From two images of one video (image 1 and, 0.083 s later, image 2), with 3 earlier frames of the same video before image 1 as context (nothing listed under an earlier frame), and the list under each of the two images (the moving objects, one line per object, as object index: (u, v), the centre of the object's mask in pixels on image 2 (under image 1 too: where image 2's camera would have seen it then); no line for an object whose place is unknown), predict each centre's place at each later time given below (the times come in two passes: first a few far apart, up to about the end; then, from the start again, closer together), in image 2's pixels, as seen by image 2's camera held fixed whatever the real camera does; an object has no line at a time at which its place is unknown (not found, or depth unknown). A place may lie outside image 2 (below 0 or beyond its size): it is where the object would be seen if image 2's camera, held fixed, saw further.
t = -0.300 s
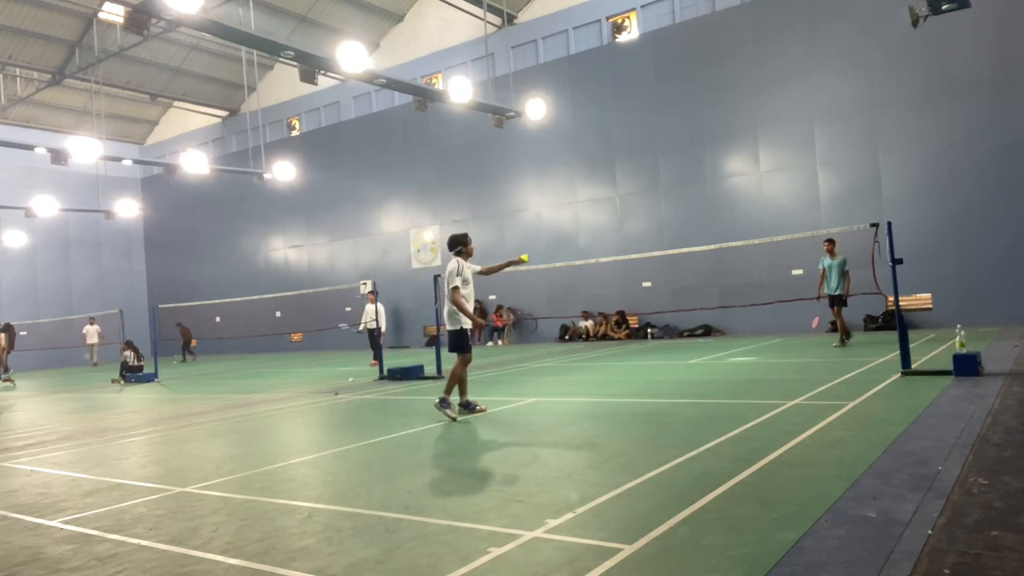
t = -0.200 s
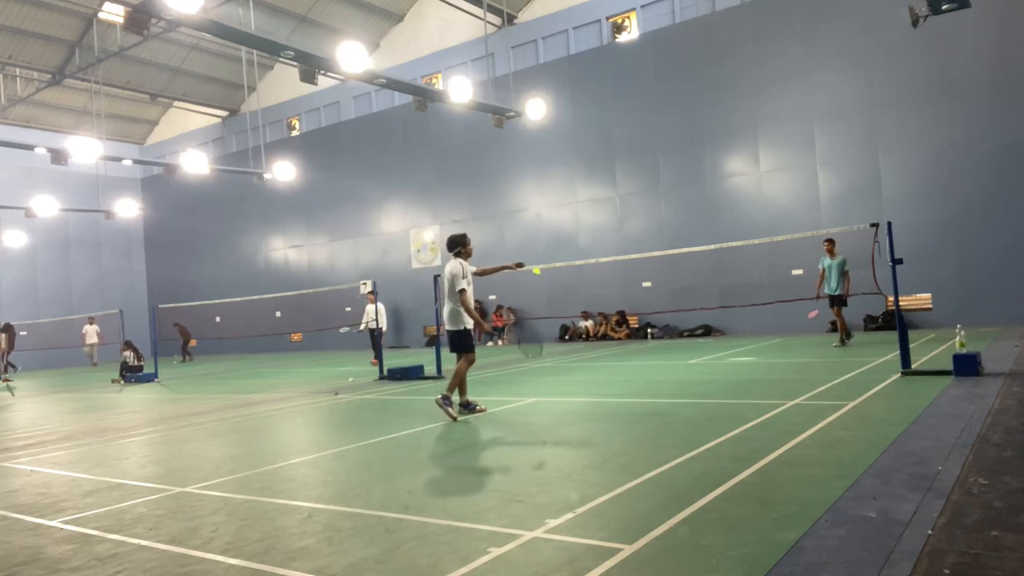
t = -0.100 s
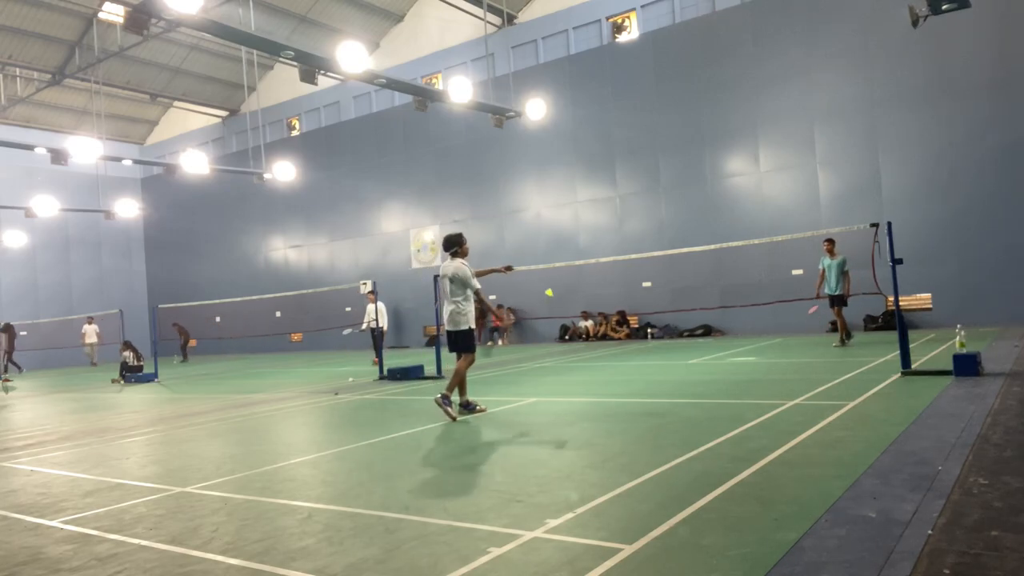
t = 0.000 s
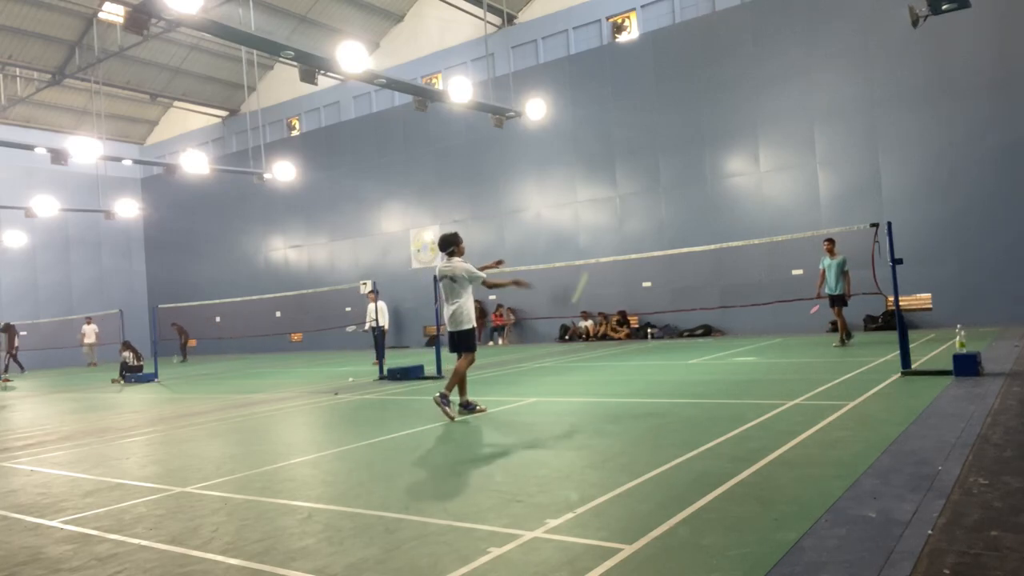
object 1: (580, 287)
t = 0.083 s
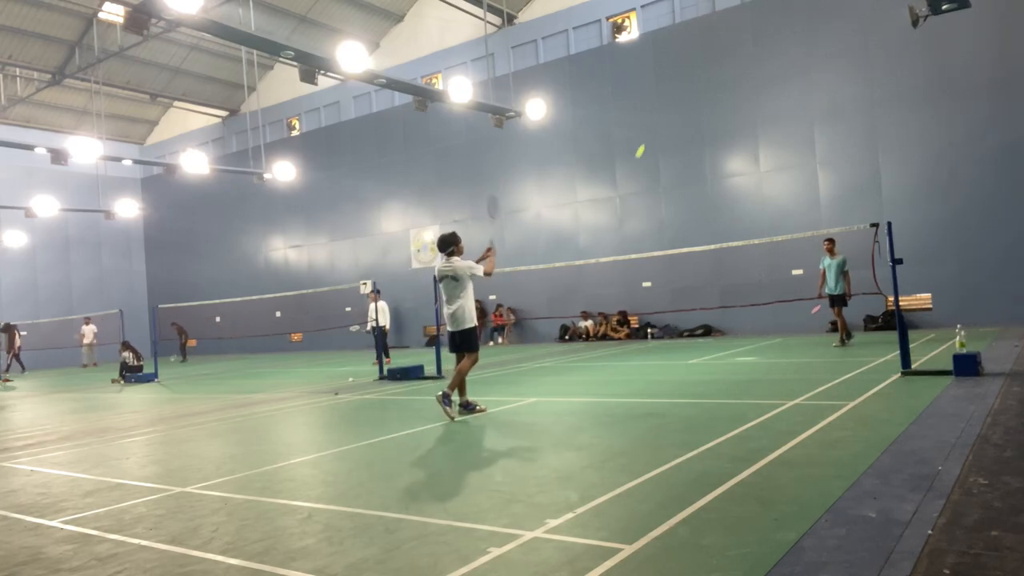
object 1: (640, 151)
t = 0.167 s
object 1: (672, 90)
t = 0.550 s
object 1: (736, 18)
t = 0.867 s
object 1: (766, 44)
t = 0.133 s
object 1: (661, 110)
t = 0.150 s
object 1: (667, 99)
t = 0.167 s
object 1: (672, 90)
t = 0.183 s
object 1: (677, 82)
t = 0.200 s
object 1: (681, 74)
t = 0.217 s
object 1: (685, 67)
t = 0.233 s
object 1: (689, 61)
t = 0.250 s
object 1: (693, 56)
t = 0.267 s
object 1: (696, 51)
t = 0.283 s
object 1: (699, 46)
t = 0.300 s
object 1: (703, 42)
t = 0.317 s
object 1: (705, 39)
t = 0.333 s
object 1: (708, 36)
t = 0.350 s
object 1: (711, 33)
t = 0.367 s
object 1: (713, 30)
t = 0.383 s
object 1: (716, 28)
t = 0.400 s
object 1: (718, 26)
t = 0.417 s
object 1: (720, 24)
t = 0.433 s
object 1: (722, 22)
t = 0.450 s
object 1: (724, 21)
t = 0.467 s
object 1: (727, 20)
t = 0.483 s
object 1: (728, 19)
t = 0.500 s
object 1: (731, 19)
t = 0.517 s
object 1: (733, 18)
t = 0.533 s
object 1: (734, 18)
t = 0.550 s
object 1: (736, 18)
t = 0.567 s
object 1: (738, 18)
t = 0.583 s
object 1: (740, 18)
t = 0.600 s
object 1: (741, 18)
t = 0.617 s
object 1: (743, 19)
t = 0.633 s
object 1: (745, 20)
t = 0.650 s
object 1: (746, 20)
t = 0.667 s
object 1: (748, 22)
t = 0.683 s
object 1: (749, 23)
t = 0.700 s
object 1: (751, 24)
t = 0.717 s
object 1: (753, 25)
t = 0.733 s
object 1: (754, 27)
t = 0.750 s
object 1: (756, 29)
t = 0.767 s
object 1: (757, 30)
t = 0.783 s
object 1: (759, 32)
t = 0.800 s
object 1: (760, 34)
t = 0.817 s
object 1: (762, 36)
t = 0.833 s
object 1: (763, 39)
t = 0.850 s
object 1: (765, 41)
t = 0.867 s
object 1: (766, 44)
